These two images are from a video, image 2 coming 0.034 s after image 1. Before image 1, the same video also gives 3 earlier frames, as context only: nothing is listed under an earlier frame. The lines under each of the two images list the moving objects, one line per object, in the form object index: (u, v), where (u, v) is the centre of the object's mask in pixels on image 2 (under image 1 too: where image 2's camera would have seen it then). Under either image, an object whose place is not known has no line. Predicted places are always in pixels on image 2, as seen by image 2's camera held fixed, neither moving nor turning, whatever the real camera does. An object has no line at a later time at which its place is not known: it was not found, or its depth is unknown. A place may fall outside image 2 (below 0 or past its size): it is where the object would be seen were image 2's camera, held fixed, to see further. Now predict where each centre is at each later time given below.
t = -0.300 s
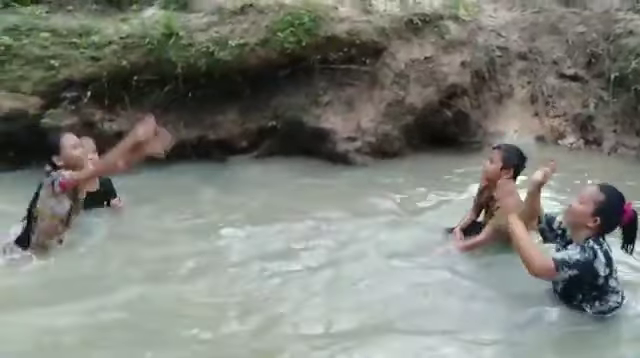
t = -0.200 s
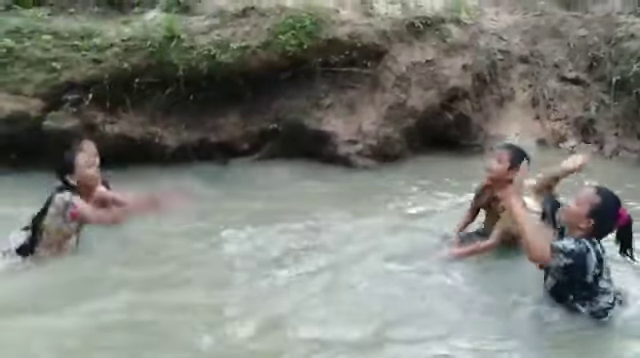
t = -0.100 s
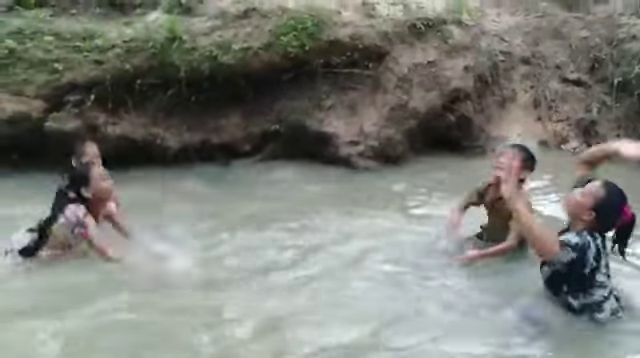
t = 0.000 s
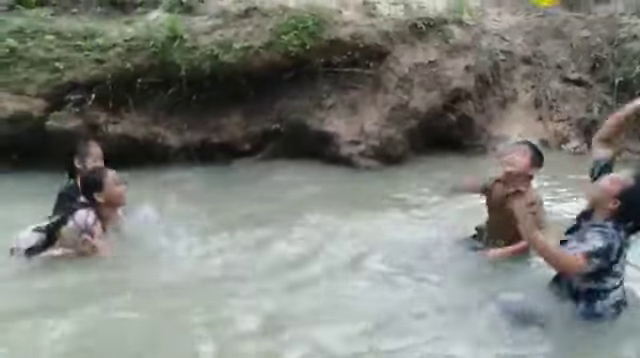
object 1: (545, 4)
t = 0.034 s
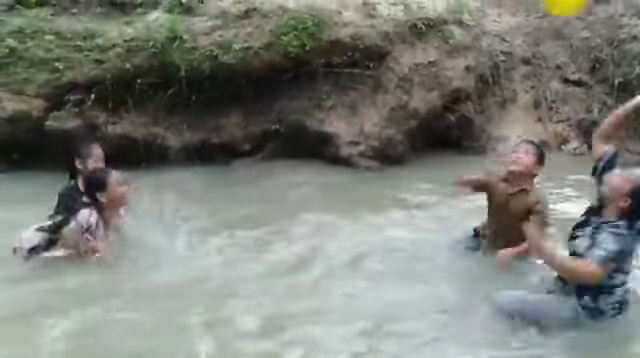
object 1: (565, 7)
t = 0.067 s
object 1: (581, 12)
